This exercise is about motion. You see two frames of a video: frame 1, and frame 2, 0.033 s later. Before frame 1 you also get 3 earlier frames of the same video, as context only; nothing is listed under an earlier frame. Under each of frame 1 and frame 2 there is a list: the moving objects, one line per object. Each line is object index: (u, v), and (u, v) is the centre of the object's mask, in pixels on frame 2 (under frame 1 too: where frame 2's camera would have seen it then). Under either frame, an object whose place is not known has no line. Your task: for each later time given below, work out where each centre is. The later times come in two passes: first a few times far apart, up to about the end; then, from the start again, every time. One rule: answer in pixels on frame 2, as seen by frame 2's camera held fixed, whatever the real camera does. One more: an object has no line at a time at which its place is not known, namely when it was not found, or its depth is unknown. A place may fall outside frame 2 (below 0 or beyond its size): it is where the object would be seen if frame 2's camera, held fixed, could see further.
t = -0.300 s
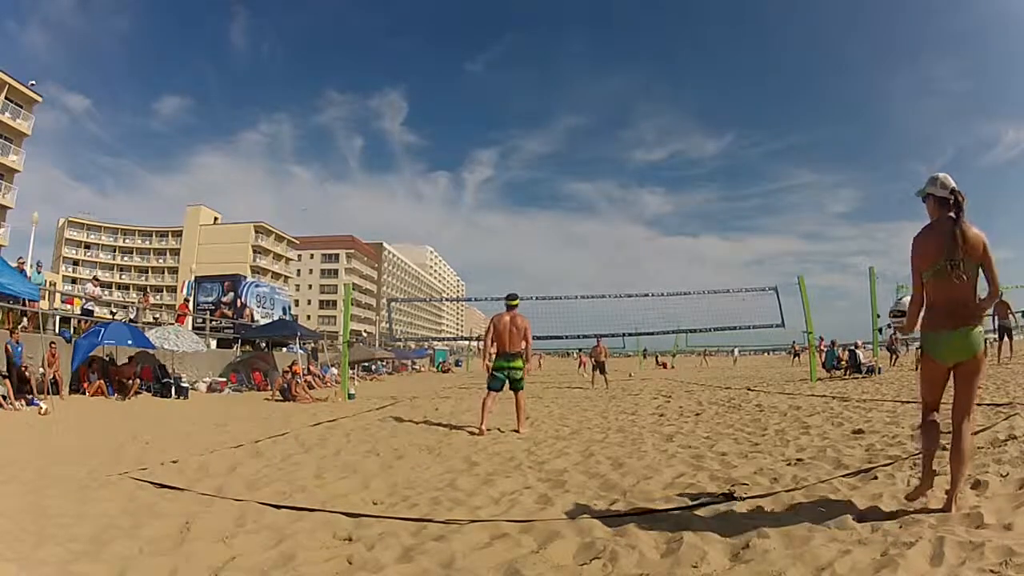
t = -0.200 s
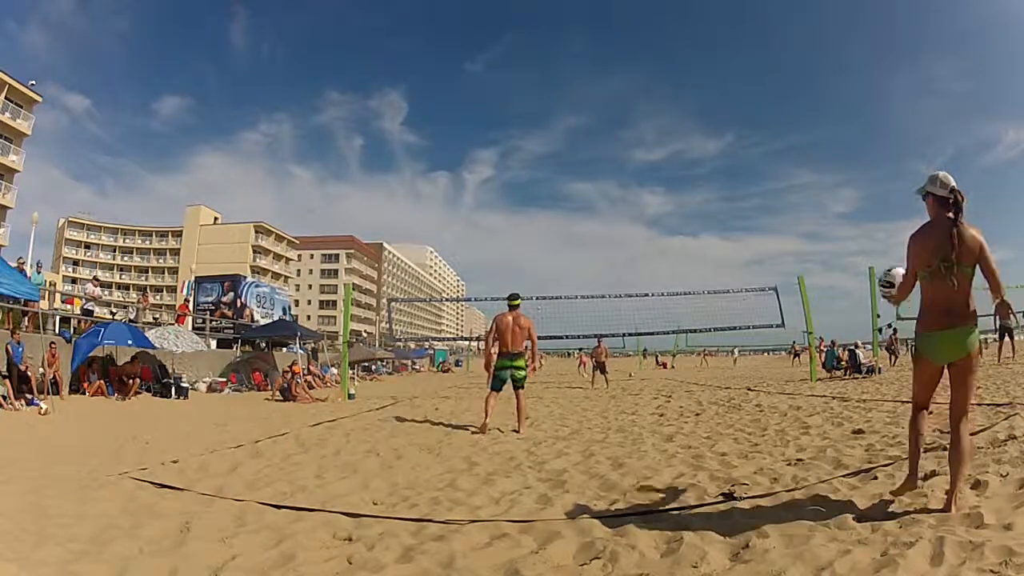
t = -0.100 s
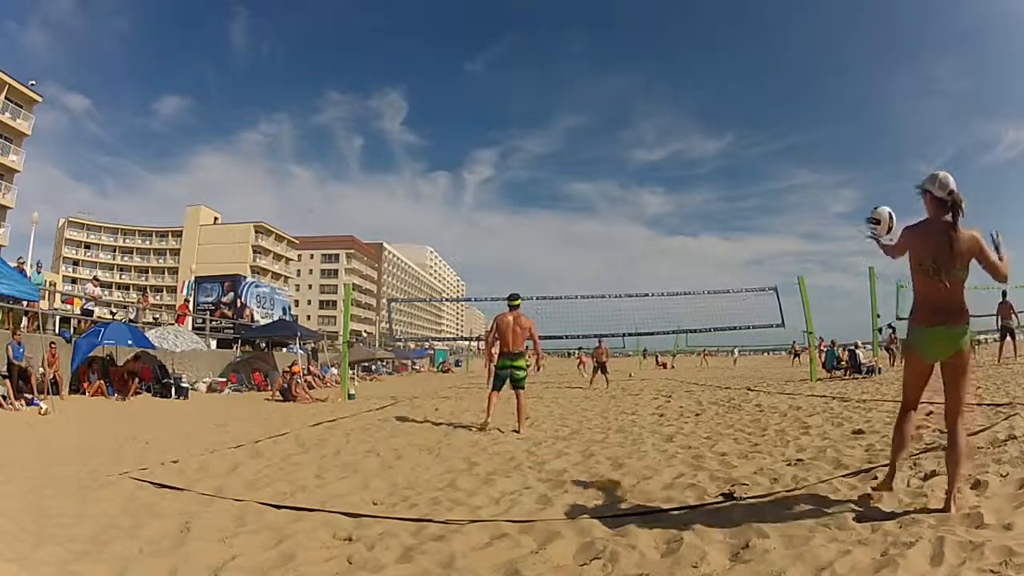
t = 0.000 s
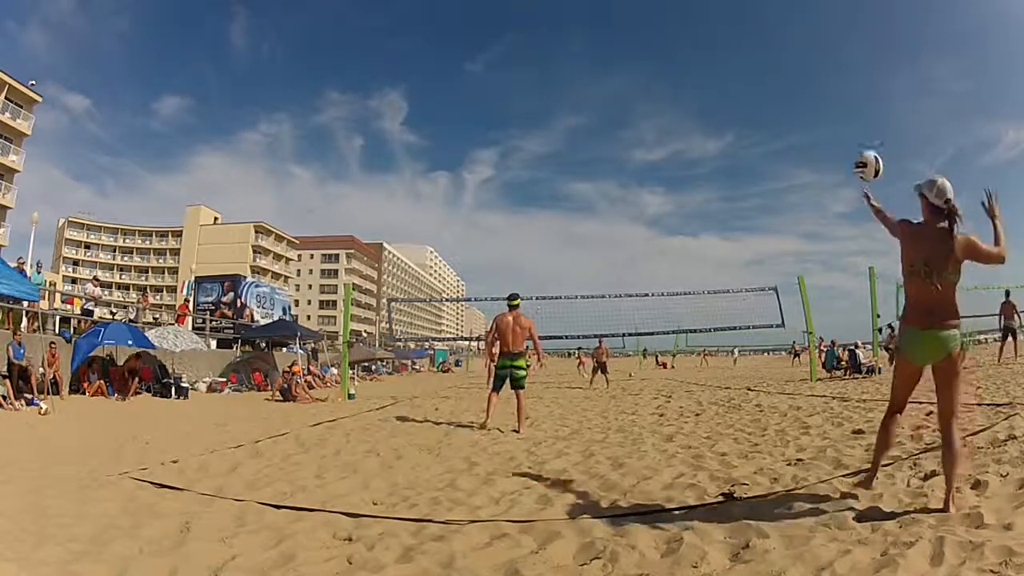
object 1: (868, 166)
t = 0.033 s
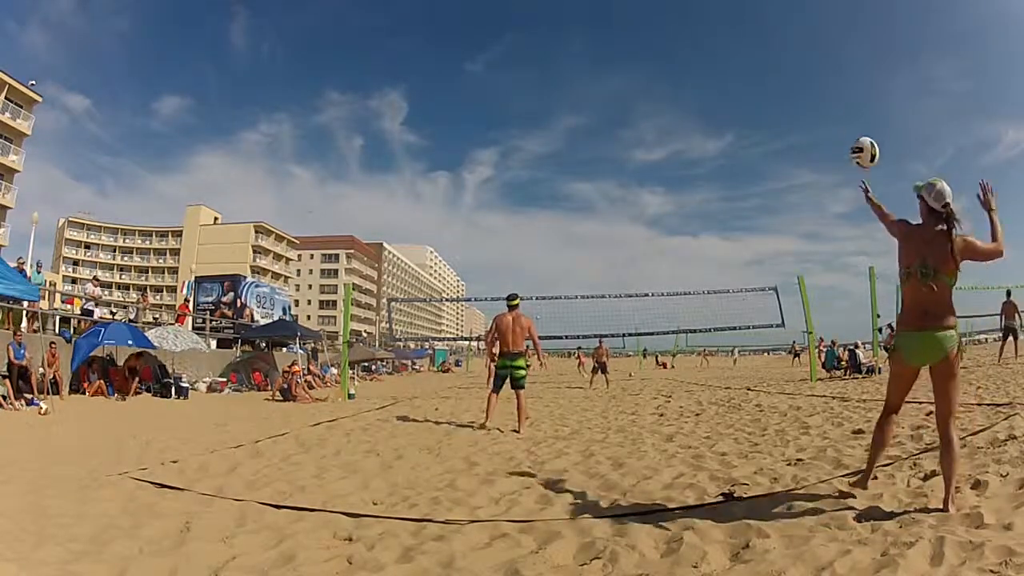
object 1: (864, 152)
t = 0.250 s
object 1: (847, 103)
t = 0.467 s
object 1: (843, 114)
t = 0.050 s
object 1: (863, 146)
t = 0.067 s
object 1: (861, 140)
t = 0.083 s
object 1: (859, 135)
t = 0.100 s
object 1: (858, 130)
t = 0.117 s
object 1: (857, 126)
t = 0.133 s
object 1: (855, 122)
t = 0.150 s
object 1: (854, 118)
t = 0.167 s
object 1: (852, 114)
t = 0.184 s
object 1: (851, 111)
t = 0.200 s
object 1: (850, 109)
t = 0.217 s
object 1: (849, 107)
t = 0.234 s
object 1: (848, 105)
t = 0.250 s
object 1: (847, 103)
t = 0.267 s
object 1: (846, 102)
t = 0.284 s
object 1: (845, 101)
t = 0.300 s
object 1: (845, 101)
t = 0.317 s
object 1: (844, 101)
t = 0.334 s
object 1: (844, 101)
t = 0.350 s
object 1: (844, 102)
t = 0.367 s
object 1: (843, 102)
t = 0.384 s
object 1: (843, 104)
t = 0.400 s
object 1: (843, 105)
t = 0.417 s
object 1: (843, 107)
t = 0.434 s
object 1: (843, 109)
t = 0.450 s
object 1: (843, 112)
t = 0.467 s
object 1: (843, 114)
